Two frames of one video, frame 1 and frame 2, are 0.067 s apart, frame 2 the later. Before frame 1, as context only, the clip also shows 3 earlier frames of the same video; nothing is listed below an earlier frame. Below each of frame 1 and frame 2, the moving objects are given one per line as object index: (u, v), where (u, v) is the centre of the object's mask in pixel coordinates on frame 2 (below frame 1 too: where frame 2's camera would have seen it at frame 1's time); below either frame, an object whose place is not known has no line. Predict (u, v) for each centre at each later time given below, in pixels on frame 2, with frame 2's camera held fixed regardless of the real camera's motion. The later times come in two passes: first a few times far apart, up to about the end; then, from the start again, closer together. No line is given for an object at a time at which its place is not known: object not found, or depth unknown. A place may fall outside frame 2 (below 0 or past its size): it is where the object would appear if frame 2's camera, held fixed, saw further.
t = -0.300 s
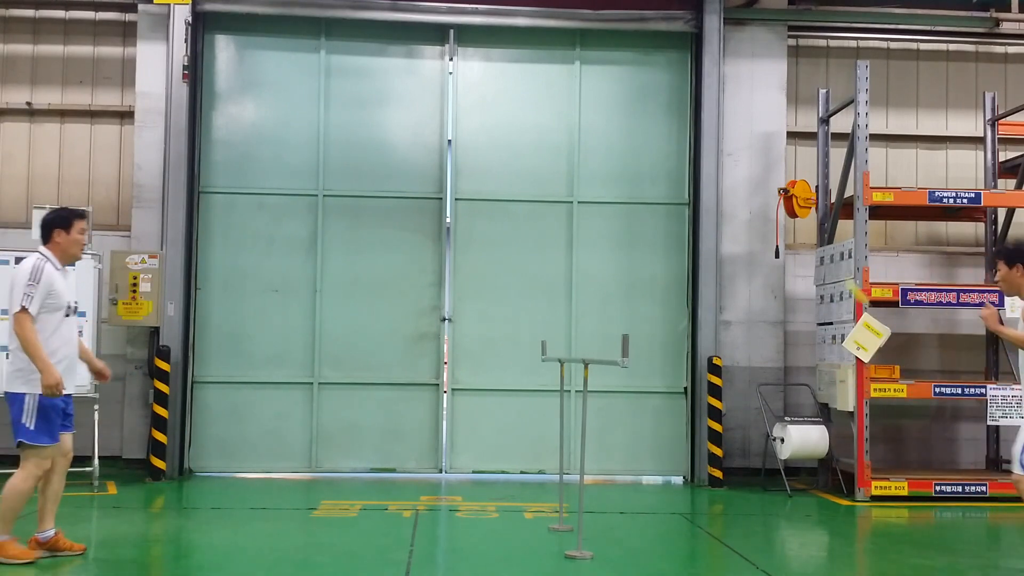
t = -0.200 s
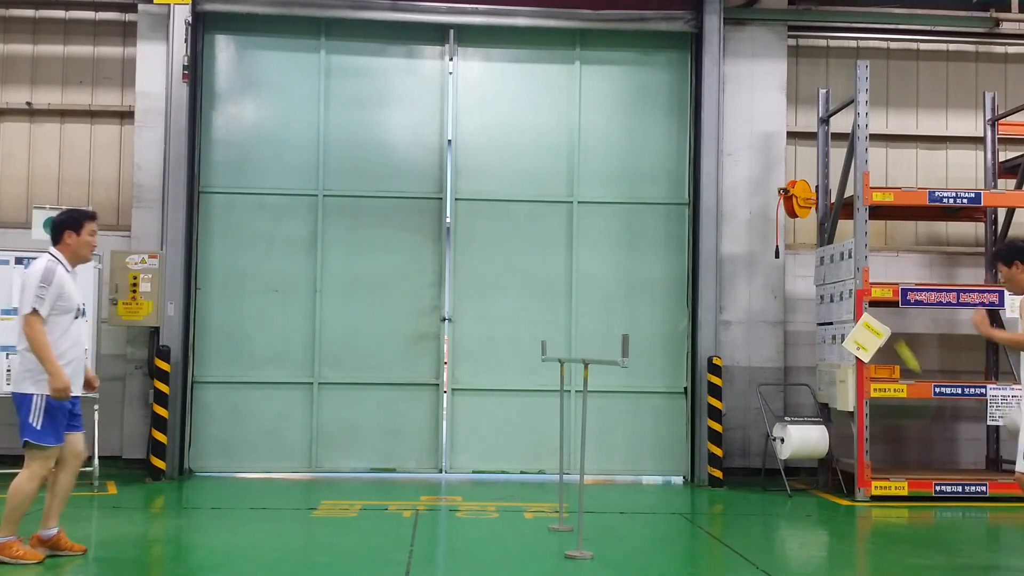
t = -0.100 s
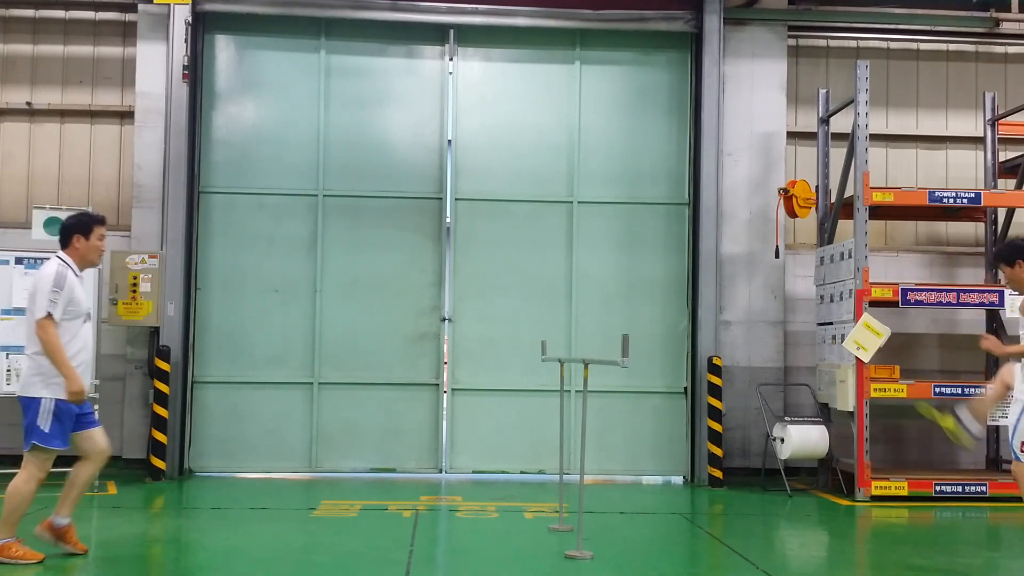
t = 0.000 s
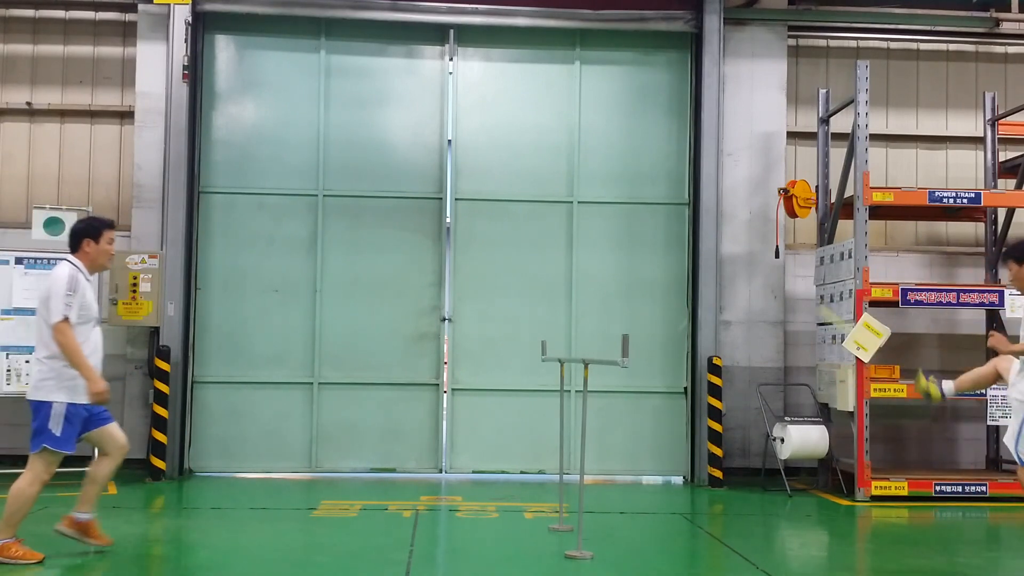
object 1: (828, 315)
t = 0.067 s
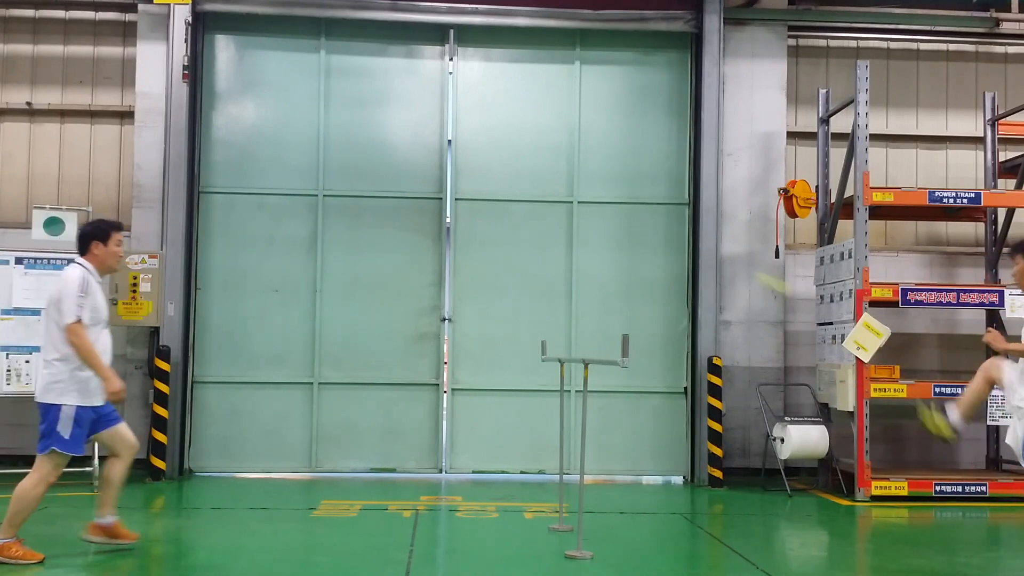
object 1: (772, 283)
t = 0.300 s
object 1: (580, 199)
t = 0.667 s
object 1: (340, 278)
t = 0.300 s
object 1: (580, 199)
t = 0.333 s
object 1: (558, 197)
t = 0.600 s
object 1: (379, 247)
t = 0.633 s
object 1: (359, 261)
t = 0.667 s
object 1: (340, 278)
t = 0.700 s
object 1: (320, 297)
